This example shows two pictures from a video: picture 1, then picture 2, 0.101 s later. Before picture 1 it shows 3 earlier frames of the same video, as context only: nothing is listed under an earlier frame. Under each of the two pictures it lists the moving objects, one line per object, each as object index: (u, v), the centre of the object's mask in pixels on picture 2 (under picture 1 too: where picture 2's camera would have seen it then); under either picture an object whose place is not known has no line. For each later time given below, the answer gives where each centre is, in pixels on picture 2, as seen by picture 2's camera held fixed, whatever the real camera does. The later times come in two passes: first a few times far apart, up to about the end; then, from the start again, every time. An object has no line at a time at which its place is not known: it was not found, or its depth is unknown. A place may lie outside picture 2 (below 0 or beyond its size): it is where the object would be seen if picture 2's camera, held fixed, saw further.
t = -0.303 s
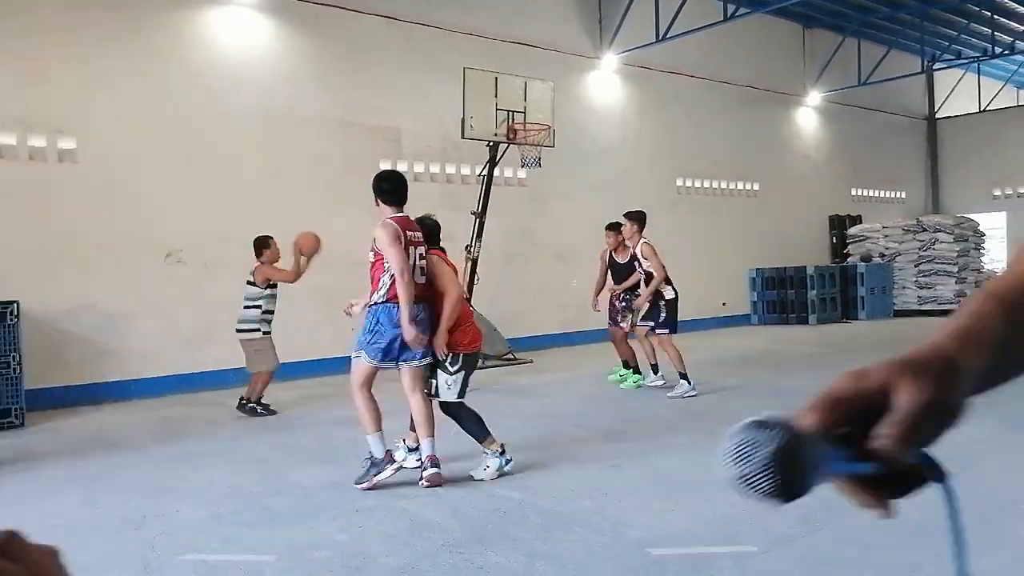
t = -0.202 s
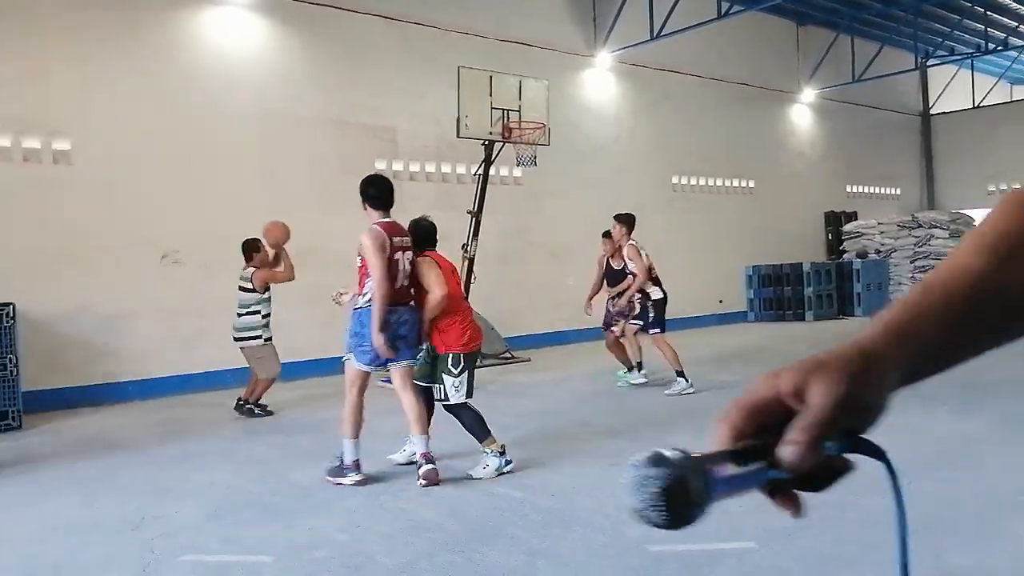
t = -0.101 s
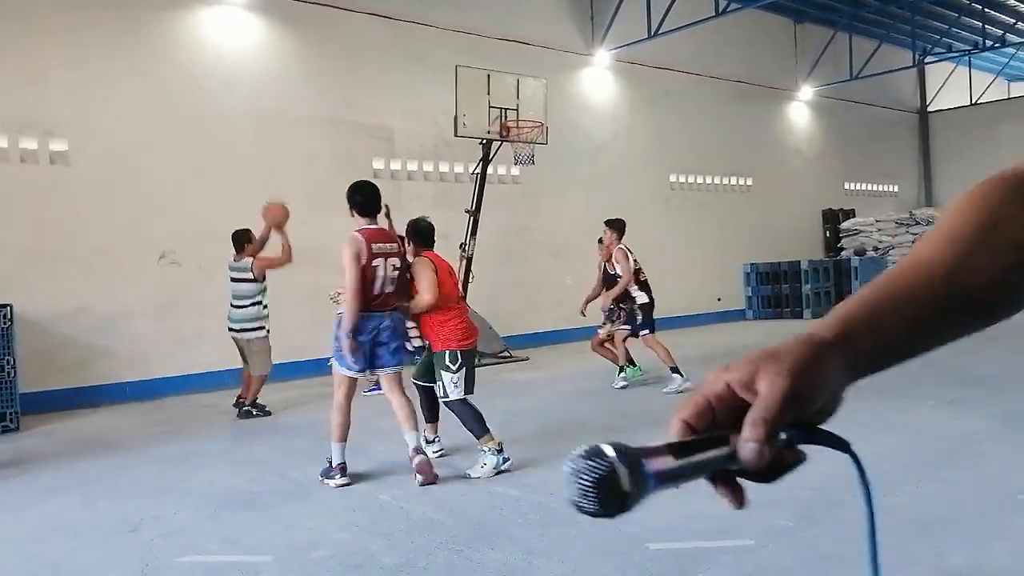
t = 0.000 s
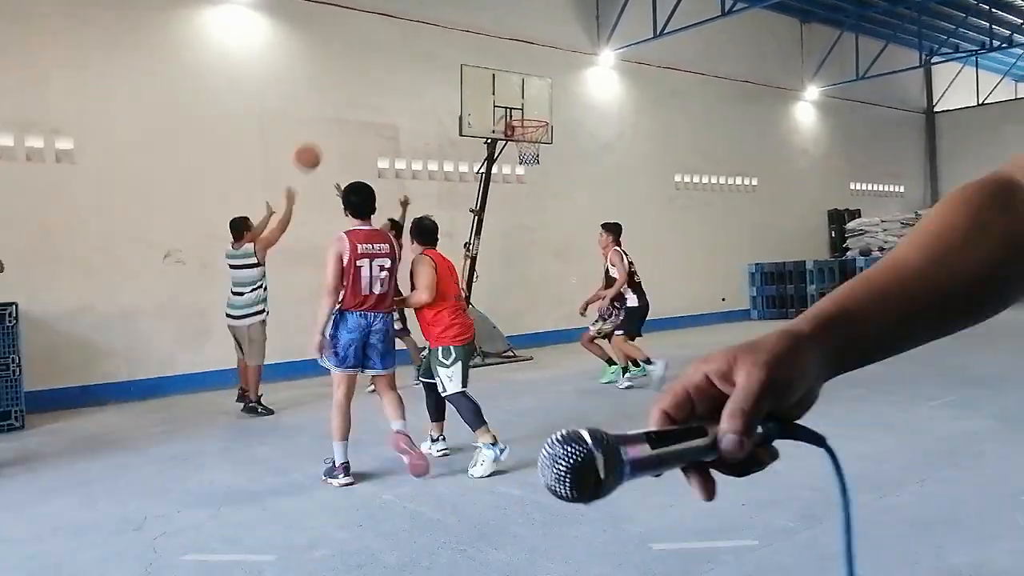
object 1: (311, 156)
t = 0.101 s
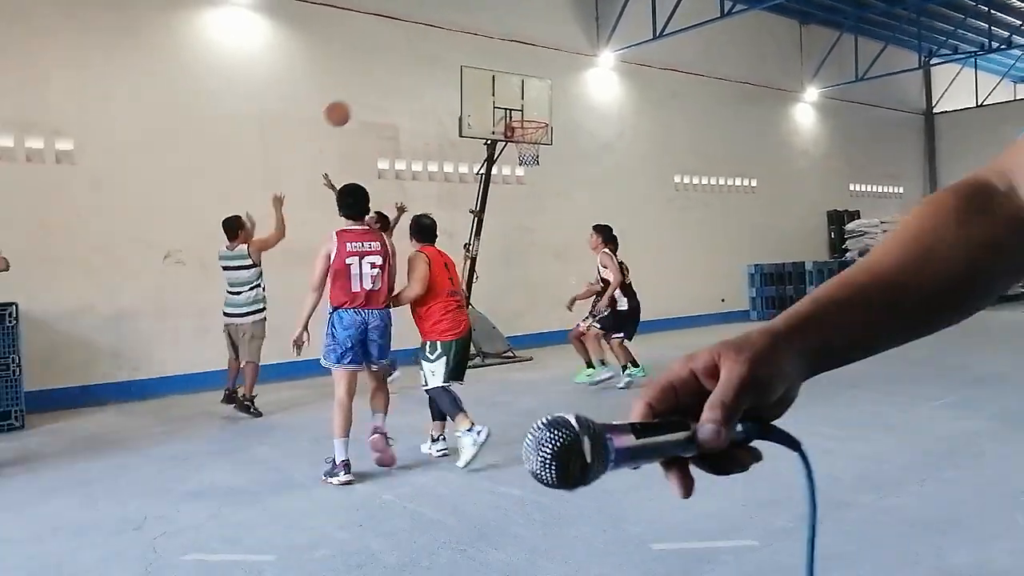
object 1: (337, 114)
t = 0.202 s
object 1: (366, 81)
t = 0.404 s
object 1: (418, 52)
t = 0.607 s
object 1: (467, 67)
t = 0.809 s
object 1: (510, 107)
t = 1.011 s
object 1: (542, 111)
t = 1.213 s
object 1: (577, 112)
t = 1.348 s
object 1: (591, 132)
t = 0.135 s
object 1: (348, 102)
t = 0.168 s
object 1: (357, 90)
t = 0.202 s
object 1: (366, 81)
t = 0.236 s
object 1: (375, 74)
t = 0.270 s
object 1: (383, 66)
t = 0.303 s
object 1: (393, 61)
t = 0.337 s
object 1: (402, 57)
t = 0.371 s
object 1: (411, 54)
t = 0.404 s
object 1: (418, 52)
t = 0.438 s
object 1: (427, 53)
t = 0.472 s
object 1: (435, 54)
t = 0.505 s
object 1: (440, 55)
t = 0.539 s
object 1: (448, 58)
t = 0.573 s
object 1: (459, 62)
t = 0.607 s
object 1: (467, 67)
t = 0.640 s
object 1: (474, 72)
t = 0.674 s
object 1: (481, 78)
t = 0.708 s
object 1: (488, 85)
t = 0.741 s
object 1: (494, 91)
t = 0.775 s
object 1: (501, 98)
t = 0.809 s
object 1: (510, 107)
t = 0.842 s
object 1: (516, 113)
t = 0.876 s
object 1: (522, 112)
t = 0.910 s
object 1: (529, 113)
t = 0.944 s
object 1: (535, 115)
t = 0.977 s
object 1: (538, 115)
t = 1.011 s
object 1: (542, 111)
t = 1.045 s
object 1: (551, 110)
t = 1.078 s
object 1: (557, 109)
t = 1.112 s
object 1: (560, 108)
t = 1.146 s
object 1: (564, 108)
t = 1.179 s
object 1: (571, 109)
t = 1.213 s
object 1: (577, 112)
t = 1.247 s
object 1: (582, 115)
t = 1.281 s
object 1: (585, 118)
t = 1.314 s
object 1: (586, 125)
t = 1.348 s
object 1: (591, 132)
